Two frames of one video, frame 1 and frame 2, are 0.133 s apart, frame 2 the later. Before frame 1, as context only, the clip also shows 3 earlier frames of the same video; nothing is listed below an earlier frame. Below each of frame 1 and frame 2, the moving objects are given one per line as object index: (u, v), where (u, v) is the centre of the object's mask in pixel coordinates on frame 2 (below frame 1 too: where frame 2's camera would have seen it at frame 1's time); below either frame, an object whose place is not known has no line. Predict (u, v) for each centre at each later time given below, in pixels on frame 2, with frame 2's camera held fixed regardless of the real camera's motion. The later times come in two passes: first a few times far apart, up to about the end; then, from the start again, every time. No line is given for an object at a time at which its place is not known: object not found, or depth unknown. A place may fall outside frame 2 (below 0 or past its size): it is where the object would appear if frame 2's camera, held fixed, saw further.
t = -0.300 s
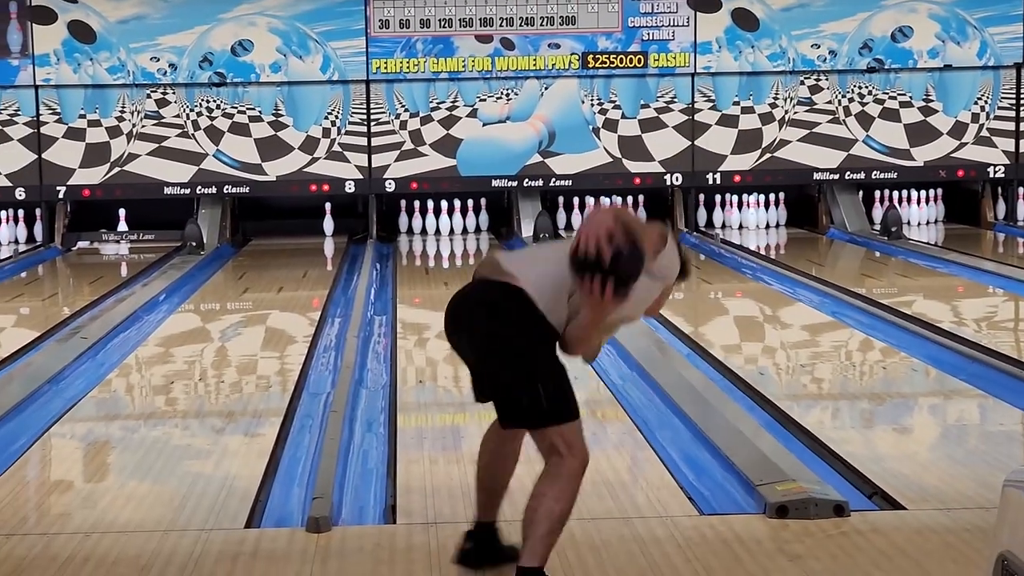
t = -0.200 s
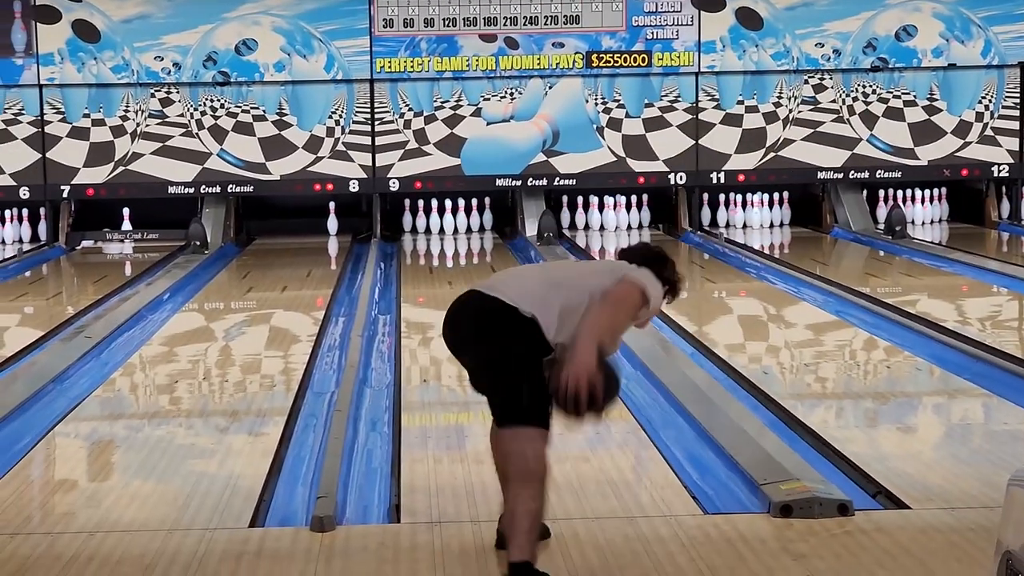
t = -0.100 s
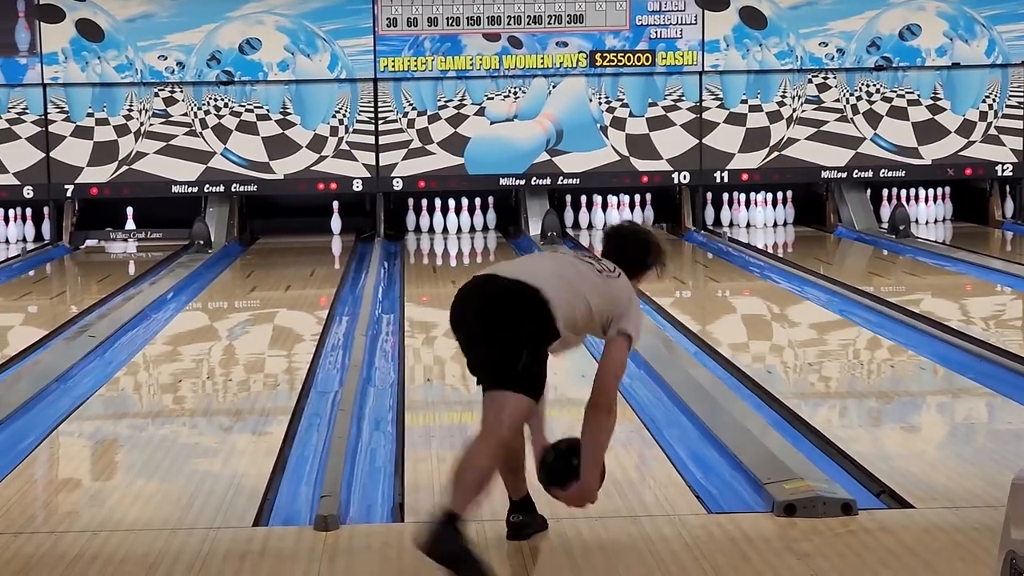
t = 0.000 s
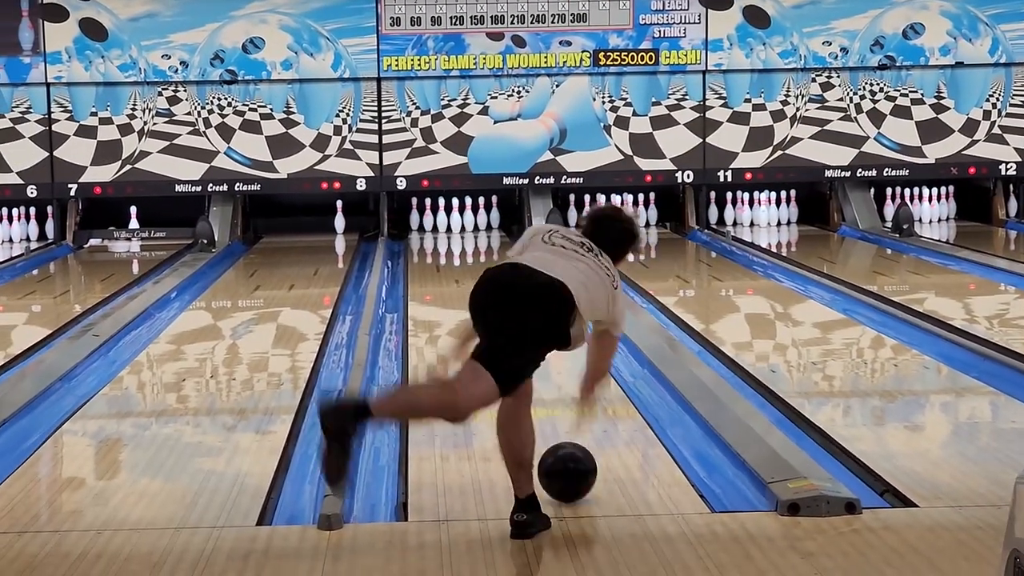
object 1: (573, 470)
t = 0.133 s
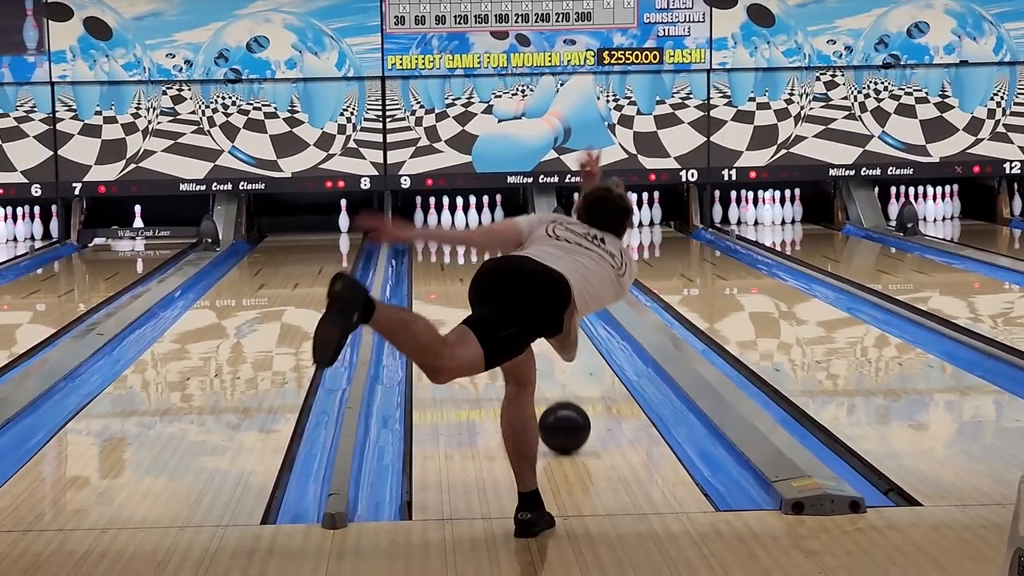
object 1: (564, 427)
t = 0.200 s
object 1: (561, 409)
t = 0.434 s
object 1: (554, 360)
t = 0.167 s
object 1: (562, 418)
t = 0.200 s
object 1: (561, 409)
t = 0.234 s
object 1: (559, 401)
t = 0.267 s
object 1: (558, 393)
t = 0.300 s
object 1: (557, 385)
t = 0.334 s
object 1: (556, 378)
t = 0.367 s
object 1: (555, 371)
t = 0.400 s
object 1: (555, 365)
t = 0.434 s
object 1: (554, 360)
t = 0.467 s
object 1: (554, 356)
